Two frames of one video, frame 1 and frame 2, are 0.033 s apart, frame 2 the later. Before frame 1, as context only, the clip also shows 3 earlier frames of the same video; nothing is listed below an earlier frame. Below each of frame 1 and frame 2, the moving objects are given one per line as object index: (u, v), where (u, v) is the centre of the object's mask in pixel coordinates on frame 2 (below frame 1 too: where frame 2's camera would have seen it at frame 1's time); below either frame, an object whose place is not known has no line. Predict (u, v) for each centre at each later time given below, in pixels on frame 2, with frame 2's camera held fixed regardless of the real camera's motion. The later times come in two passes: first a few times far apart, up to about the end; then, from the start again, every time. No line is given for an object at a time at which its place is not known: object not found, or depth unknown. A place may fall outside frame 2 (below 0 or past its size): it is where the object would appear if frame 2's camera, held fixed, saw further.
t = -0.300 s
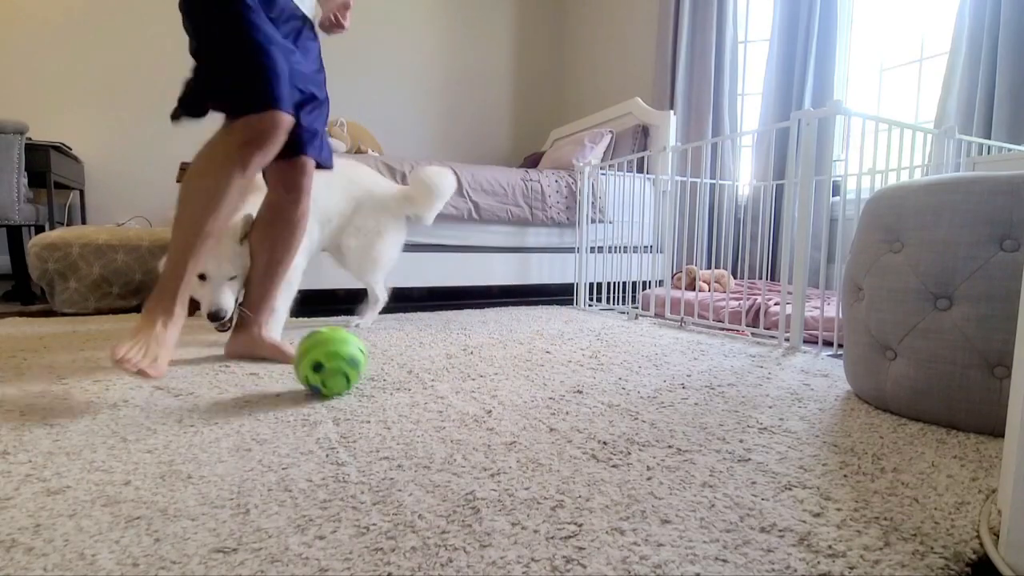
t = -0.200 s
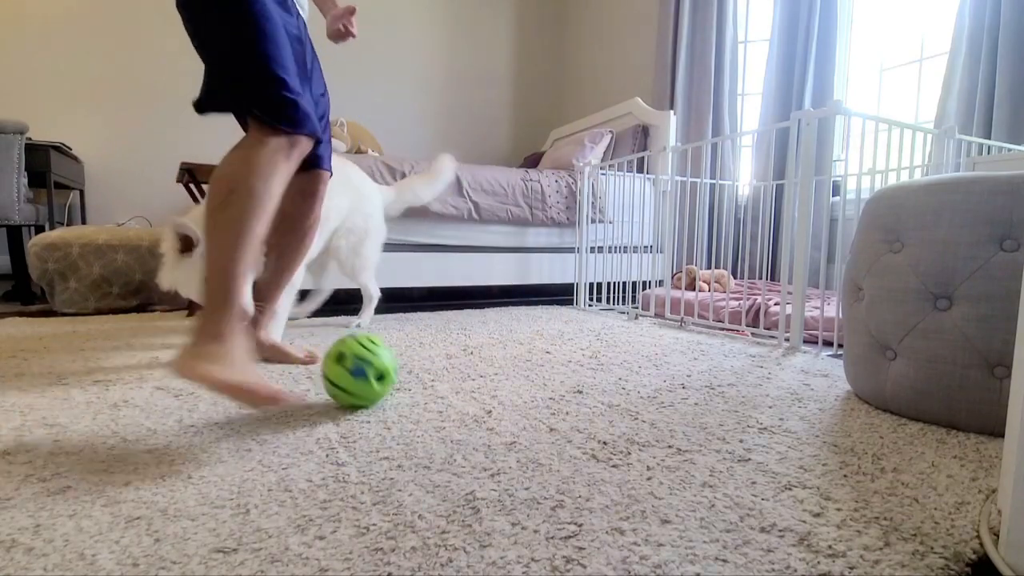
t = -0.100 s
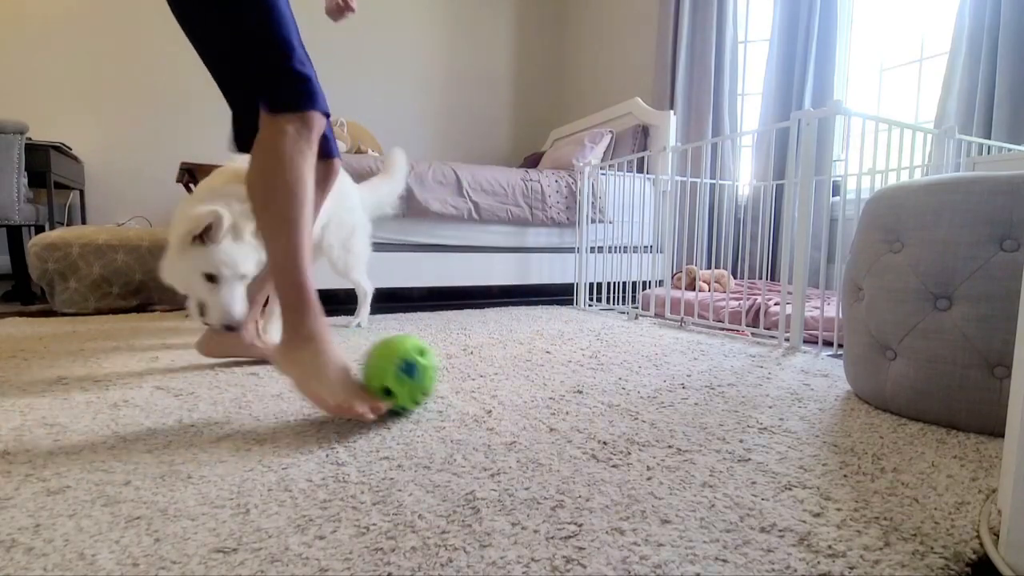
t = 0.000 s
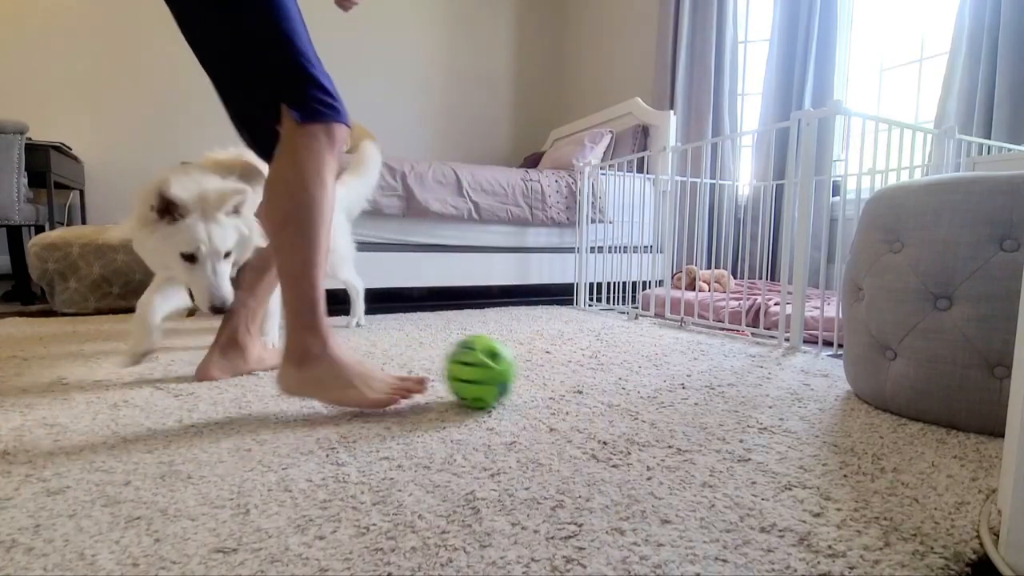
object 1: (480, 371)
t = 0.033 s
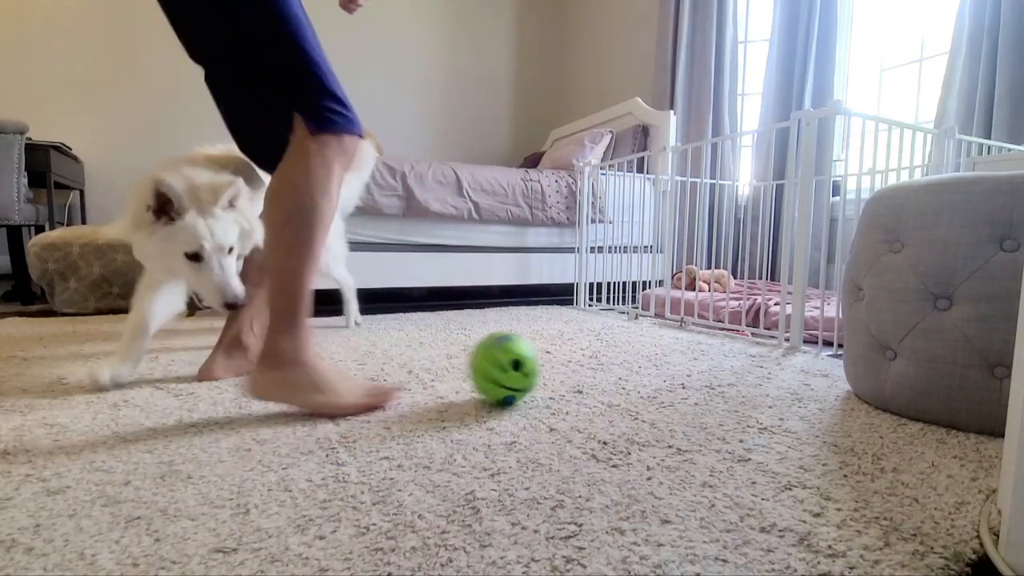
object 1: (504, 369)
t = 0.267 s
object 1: (641, 366)
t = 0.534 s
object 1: (778, 362)
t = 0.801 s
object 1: (783, 354)
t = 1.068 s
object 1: (757, 347)
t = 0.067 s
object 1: (526, 365)
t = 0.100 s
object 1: (546, 367)
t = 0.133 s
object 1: (566, 366)
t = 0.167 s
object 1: (585, 366)
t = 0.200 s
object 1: (603, 366)
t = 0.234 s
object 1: (622, 365)
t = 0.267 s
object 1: (641, 366)
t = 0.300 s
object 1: (660, 366)
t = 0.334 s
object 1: (680, 365)
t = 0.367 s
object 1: (698, 364)
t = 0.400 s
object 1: (716, 365)
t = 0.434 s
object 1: (733, 363)
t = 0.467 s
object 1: (748, 362)
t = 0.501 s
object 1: (763, 363)
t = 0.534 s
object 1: (778, 362)
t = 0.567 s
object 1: (793, 363)
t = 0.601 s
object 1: (808, 362)
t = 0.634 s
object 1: (810, 361)
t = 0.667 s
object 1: (802, 359)
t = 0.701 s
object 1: (796, 357)
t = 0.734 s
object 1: (792, 356)
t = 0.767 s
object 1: (787, 355)
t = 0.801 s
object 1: (783, 354)
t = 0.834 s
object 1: (779, 352)
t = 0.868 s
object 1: (775, 351)
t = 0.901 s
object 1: (772, 350)
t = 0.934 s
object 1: (769, 350)
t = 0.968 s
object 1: (766, 349)
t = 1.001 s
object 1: (763, 348)
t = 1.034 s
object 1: (760, 348)
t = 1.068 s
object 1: (757, 347)
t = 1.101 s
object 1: (754, 346)
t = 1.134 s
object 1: (751, 346)
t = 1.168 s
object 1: (748, 346)
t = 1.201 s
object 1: (745, 345)
